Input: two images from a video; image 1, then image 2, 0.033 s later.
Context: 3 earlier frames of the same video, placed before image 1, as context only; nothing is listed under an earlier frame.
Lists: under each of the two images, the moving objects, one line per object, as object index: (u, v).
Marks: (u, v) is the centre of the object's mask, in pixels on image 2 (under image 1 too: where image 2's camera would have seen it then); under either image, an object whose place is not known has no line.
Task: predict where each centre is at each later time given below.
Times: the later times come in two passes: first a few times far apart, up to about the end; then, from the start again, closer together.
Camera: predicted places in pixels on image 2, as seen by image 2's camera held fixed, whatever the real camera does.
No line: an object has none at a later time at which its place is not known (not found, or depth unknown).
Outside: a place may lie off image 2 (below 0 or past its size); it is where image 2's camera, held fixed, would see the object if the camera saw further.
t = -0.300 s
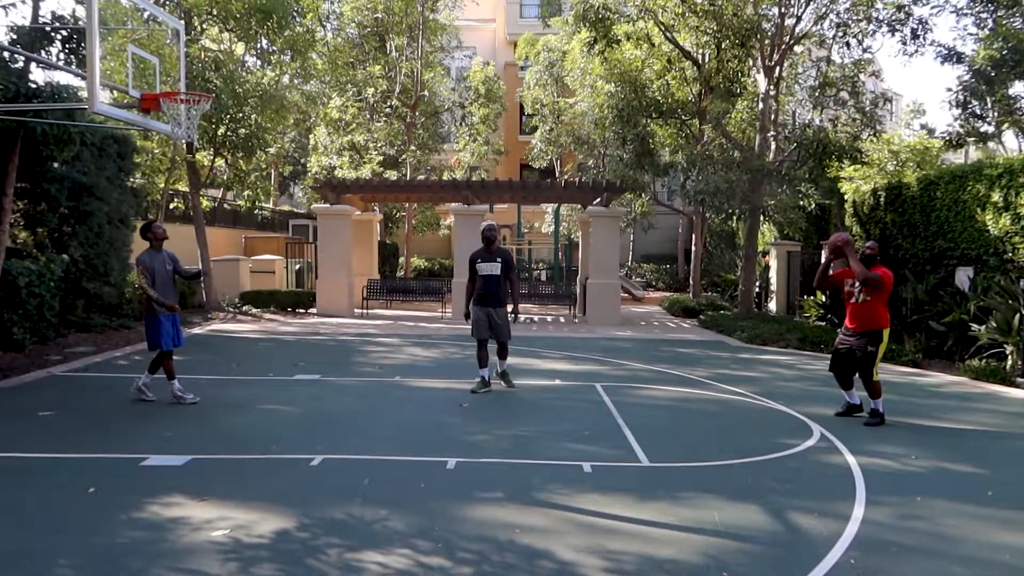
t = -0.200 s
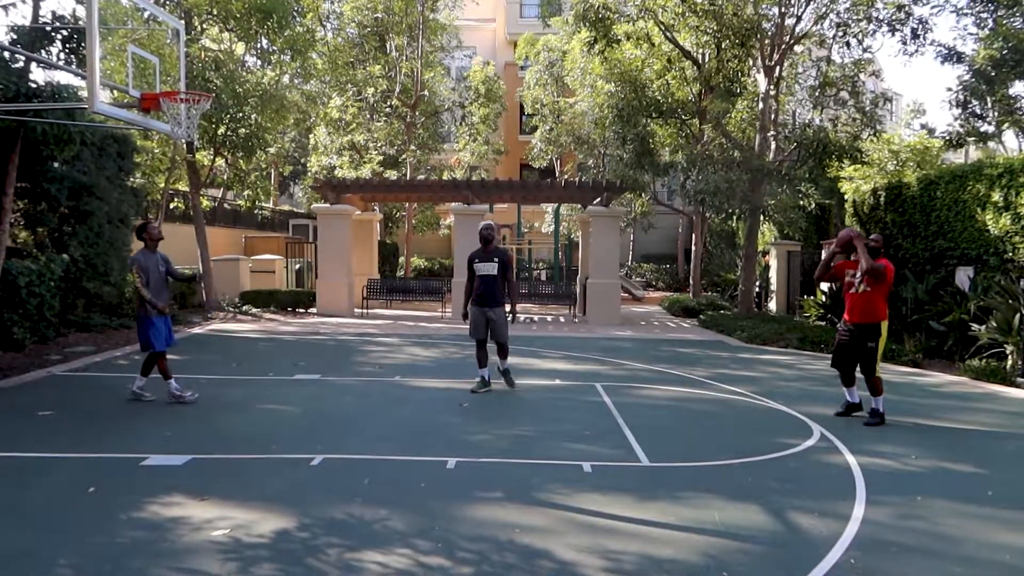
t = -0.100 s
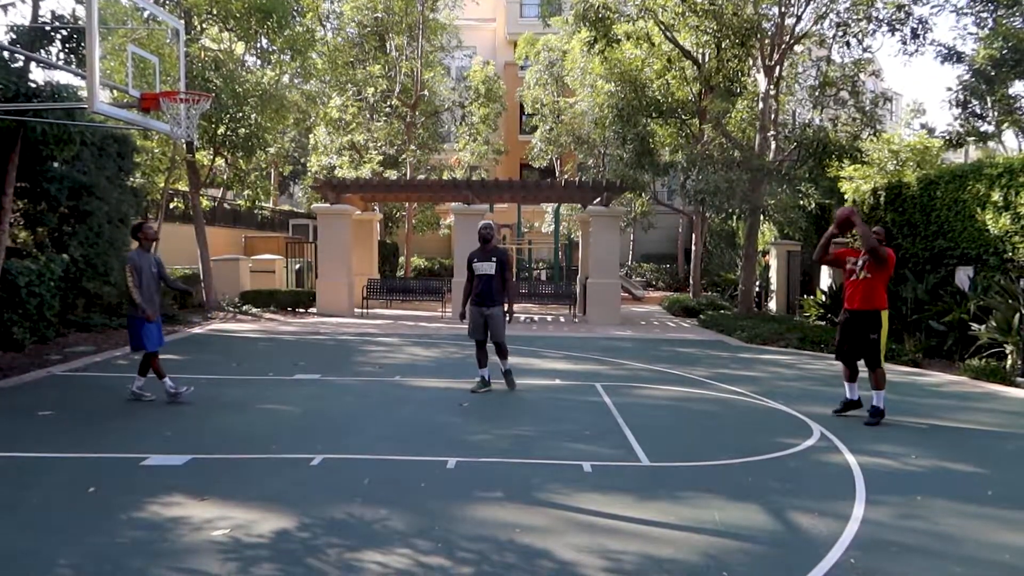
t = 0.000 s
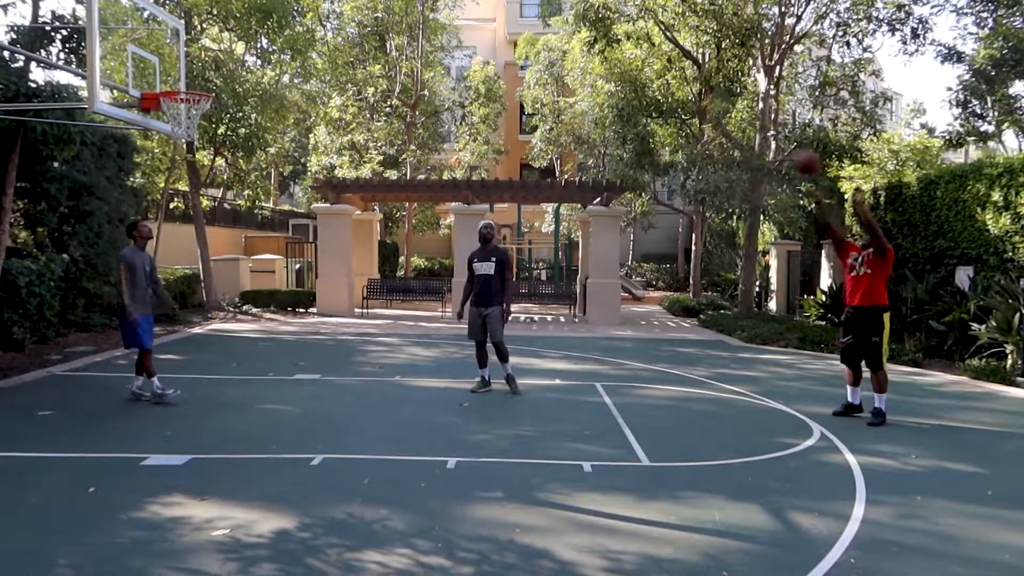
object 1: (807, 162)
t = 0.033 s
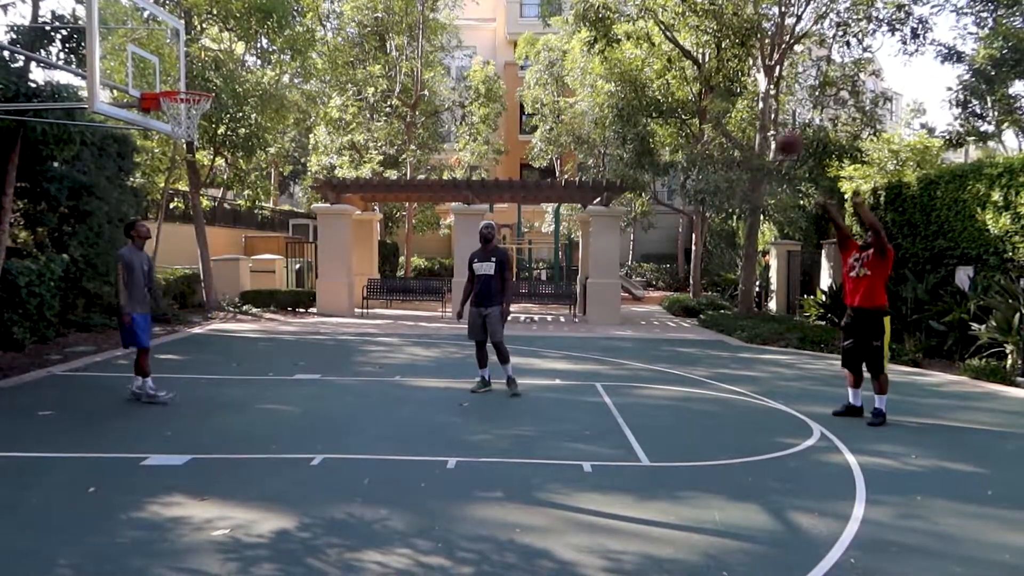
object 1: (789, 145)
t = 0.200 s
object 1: (692, 59)
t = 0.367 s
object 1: (592, 8)
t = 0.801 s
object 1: (340, 8)
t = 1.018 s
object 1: (218, 80)
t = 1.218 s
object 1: (232, 37)
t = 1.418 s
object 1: (258, 20)
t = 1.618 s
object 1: (285, 48)
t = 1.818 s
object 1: (317, 126)
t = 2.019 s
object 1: (350, 259)
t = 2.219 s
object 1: (386, 428)
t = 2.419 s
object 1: (396, 304)
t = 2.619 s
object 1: (407, 231)
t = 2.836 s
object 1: (423, 207)
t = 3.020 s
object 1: (438, 237)
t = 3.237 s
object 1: (454, 337)
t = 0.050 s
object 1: (778, 132)
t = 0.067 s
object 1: (768, 123)
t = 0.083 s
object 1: (759, 115)
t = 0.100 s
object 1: (750, 106)
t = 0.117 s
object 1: (738, 97)
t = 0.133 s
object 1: (729, 90)
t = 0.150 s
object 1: (719, 82)
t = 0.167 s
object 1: (711, 74)
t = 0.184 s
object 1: (701, 67)
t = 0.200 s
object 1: (692, 59)
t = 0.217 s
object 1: (682, 53)
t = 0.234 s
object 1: (672, 47)
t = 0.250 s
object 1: (662, 40)
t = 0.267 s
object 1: (652, 34)
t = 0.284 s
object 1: (642, 29)
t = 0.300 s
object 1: (632, 24)
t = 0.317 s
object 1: (623, 18)
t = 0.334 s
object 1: (612, 13)
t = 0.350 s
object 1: (603, 10)
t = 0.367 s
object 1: (592, 8)
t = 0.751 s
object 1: (370, 3)
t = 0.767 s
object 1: (359, 4)
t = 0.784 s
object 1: (350, 6)
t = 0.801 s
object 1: (340, 8)
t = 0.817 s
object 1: (331, 10)
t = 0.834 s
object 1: (321, 14)
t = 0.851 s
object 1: (312, 19)
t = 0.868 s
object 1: (302, 23)
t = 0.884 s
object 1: (292, 28)
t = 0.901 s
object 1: (282, 34)
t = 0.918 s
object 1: (274, 40)
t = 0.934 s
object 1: (265, 46)
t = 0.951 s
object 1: (255, 53)
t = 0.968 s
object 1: (245, 59)
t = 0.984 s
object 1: (236, 66)
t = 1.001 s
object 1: (227, 72)
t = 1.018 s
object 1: (218, 80)
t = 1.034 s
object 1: (211, 86)
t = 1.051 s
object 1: (211, 83)
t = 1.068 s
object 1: (213, 77)
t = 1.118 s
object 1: (220, 61)
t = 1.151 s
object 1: (223, 53)
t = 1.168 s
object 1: (226, 48)
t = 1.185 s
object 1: (228, 44)
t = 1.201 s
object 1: (230, 40)
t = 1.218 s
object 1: (232, 37)
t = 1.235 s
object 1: (234, 34)
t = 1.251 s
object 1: (236, 31)
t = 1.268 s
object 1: (237, 28)
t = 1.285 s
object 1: (238, 26)
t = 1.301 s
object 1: (242, 25)
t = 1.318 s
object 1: (244, 23)
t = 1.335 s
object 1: (245, 21)
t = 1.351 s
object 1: (247, 20)
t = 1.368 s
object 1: (251, 19)
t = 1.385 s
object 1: (253, 19)
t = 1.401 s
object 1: (255, 19)
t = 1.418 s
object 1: (258, 20)
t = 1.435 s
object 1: (260, 20)
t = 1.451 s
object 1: (262, 21)
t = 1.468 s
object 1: (264, 22)
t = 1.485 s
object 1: (267, 24)
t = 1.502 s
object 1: (269, 26)
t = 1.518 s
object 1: (271, 28)
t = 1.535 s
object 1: (274, 30)
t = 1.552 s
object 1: (277, 33)
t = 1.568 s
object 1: (279, 37)
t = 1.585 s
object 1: (282, 40)
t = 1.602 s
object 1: (284, 44)
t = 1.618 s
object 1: (285, 48)
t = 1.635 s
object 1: (289, 53)
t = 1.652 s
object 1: (291, 57)
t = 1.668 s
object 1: (294, 63)
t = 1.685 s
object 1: (297, 68)
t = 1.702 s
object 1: (299, 74)
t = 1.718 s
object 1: (302, 80)
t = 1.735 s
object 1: (304, 88)
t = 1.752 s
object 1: (307, 95)
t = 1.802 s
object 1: (314, 117)
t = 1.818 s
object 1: (317, 126)
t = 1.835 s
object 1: (320, 135)
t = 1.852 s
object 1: (324, 144)
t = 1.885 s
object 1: (328, 165)
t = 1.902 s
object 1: (330, 175)
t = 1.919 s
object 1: (333, 186)
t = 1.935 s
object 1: (336, 196)
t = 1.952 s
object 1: (338, 208)
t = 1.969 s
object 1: (342, 222)
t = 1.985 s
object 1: (344, 234)
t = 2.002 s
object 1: (347, 246)
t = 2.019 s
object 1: (350, 259)
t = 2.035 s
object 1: (353, 273)
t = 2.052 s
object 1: (356, 287)
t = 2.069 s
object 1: (359, 302)
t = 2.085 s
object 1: (362, 316)
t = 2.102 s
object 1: (365, 333)
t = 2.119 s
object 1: (368, 349)
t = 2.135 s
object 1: (371, 364)
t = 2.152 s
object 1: (375, 381)
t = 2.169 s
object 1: (378, 399)
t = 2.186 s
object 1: (382, 416)
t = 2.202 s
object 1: (385, 434)
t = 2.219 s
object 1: (386, 428)
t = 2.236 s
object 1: (387, 416)
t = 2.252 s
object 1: (387, 404)
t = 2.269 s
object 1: (388, 393)
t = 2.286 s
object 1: (389, 382)
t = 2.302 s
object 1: (390, 372)
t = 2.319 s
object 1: (391, 361)
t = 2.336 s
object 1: (391, 352)
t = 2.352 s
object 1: (393, 341)
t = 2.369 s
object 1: (394, 332)
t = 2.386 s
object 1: (394, 323)
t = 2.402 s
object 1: (395, 313)
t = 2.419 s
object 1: (396, 304)
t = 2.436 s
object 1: (396, 296)
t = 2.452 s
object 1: (397, 289)
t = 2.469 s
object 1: (397, 281)
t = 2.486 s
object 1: (398, 273)
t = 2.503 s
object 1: (399, 267)
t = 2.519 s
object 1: (401, 261)
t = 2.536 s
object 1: (402, 255)
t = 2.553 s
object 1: (403, 249)
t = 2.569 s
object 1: (404, 244)
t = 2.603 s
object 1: (406, 234)
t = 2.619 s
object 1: (407, 231)
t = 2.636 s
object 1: (408, 226)
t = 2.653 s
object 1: (410, 223)
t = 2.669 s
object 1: (410, 219)
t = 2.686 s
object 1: (413, 216)
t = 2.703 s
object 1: (414, 214)
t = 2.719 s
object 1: (415, 212)
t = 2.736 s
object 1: (416, 210)
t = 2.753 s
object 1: (417, 208)
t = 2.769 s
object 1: (417, 207)
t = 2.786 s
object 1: (418, 207)
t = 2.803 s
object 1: (420, 206)
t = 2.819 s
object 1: (422, 206)
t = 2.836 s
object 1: (423, 207)
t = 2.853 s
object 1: (425, 207)
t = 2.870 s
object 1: (425, 209)
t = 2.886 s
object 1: (427, 210)
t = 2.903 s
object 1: (428, 212)
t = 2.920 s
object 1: (430, 214)
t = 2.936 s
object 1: (431, 217)
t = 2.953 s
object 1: (432, 220)
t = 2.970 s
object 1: (433, 224)
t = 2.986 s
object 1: (435, 228)
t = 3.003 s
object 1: (436, 233)
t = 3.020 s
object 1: (438, 237)
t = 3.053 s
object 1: (440, 247)
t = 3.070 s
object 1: (442, 254)
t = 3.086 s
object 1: (442, 260)
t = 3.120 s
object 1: (445, 274)
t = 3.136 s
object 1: (446, 282)
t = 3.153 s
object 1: (447, 289)
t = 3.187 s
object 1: (450, 307)
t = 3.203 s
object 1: (452, 316)
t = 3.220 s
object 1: (453, 327)
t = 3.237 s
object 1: (454, 337)
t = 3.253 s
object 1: (456, 348)
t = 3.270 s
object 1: (457, 360)
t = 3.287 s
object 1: (458, 370)
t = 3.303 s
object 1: (459, 384)
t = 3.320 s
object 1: (460, 396)
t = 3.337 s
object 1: (461, 409)
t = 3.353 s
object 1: (463, 423)
